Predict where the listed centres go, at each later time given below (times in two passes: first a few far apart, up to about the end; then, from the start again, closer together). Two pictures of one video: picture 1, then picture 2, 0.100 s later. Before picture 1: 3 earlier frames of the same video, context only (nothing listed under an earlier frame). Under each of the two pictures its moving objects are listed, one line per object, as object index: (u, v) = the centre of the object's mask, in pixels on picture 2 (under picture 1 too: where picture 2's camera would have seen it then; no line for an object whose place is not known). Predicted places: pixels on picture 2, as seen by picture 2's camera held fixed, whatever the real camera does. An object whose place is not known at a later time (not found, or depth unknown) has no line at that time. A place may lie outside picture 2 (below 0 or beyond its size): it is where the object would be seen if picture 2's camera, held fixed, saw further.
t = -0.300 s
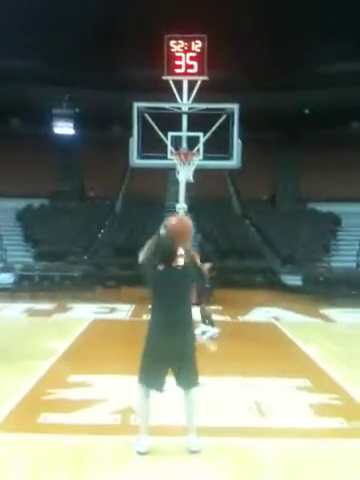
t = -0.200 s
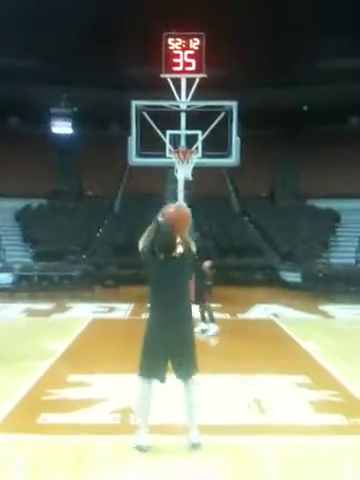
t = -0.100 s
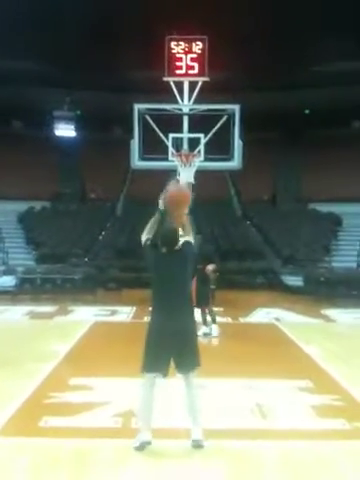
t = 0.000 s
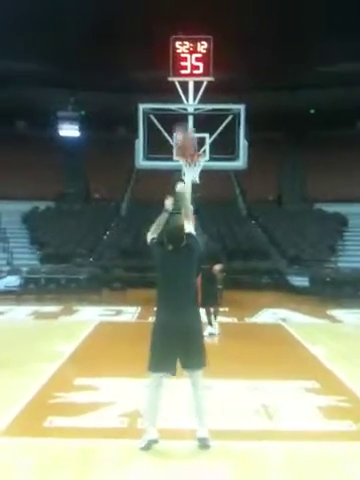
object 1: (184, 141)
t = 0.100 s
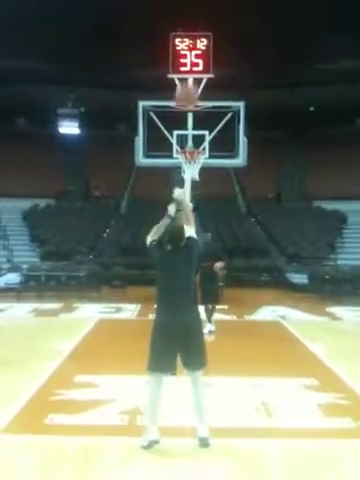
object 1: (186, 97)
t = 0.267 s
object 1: (189, 58)
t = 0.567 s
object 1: (192, 59)
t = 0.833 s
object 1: (195, 109)
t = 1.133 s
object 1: (191, 164)
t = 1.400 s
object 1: (184, 208)
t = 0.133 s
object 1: (187, 85)
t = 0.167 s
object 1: (188, 77)
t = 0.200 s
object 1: (188, 71)
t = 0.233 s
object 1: (189, 64)
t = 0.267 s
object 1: (189, 58)
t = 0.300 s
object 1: (190, 56)
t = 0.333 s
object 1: (190, 53)
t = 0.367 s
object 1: (190, 51)
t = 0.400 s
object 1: (190, 51)
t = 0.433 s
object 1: (191, 51)
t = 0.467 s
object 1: (191, 51)
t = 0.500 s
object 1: (191, 53)
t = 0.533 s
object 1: (192, 56)
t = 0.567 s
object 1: (192, 59)
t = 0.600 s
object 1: (193, 64)
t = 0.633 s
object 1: (192, 68)
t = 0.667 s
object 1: (193, 73)
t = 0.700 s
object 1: (192, 79)
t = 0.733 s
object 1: (193, 84)
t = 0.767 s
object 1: (194, 92)
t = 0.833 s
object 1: (195, 109)
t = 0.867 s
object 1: (194, 115)
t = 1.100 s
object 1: (194, 171)
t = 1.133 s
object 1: (191, 164)
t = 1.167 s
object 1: (190, 173)
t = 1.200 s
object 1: (190, 175)
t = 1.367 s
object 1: (183, 201)
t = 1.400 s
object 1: (184, 208)
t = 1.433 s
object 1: (183, 212)
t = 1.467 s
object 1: (181, 217)
